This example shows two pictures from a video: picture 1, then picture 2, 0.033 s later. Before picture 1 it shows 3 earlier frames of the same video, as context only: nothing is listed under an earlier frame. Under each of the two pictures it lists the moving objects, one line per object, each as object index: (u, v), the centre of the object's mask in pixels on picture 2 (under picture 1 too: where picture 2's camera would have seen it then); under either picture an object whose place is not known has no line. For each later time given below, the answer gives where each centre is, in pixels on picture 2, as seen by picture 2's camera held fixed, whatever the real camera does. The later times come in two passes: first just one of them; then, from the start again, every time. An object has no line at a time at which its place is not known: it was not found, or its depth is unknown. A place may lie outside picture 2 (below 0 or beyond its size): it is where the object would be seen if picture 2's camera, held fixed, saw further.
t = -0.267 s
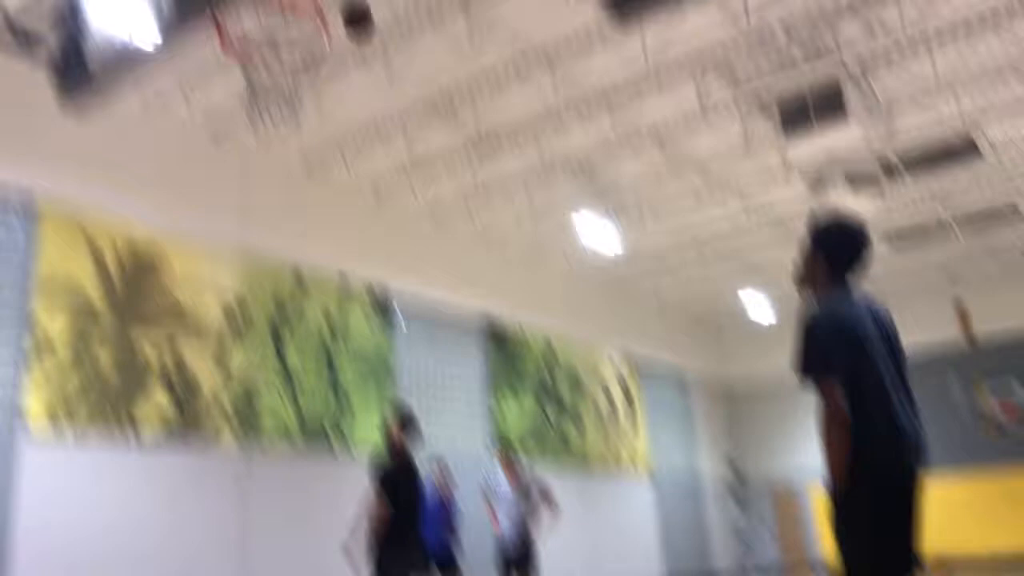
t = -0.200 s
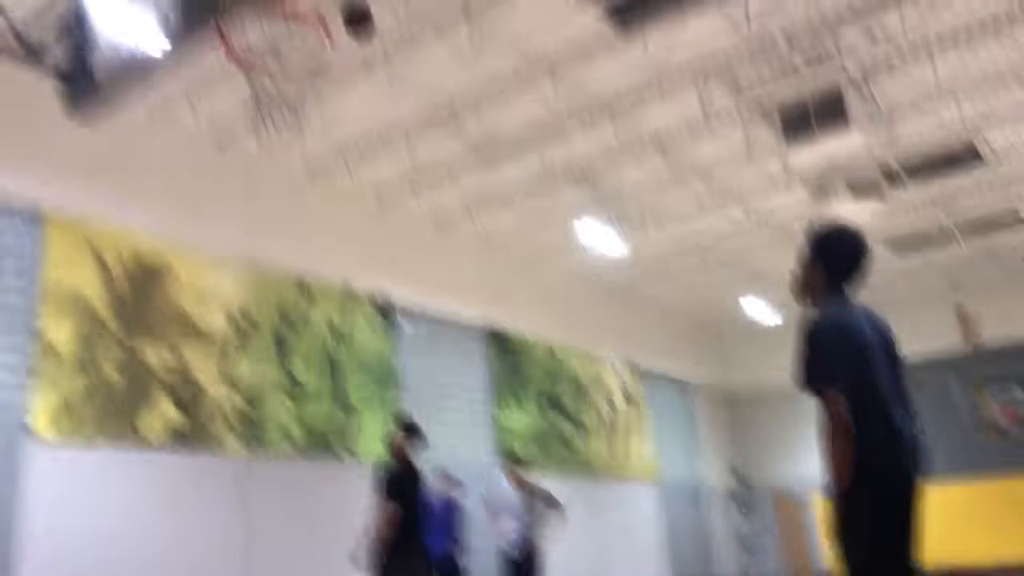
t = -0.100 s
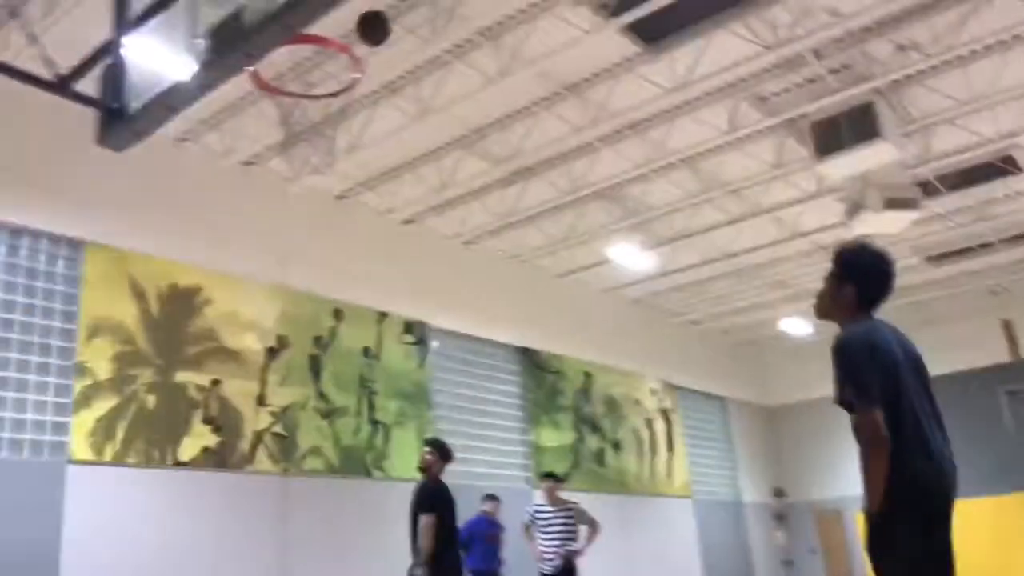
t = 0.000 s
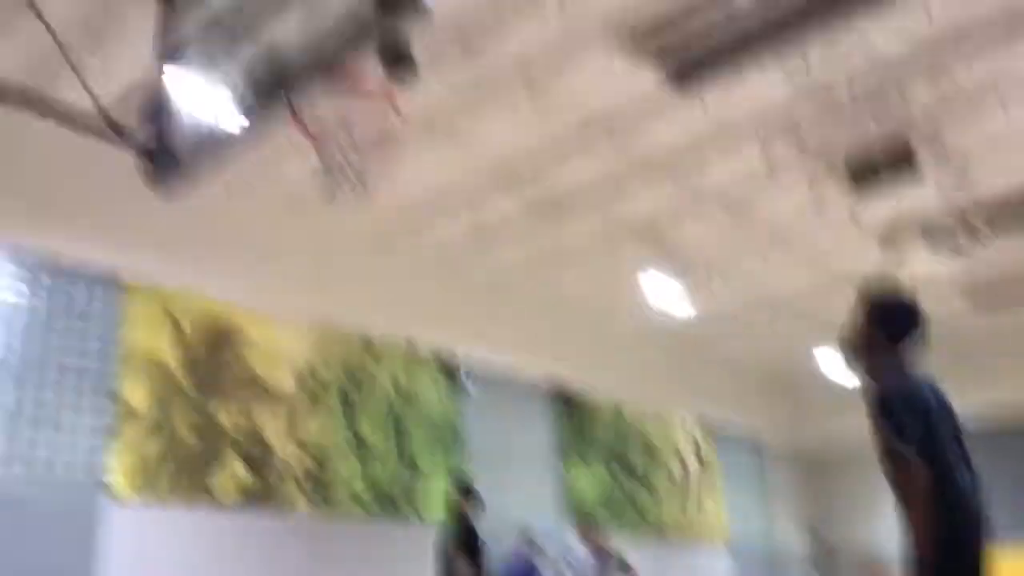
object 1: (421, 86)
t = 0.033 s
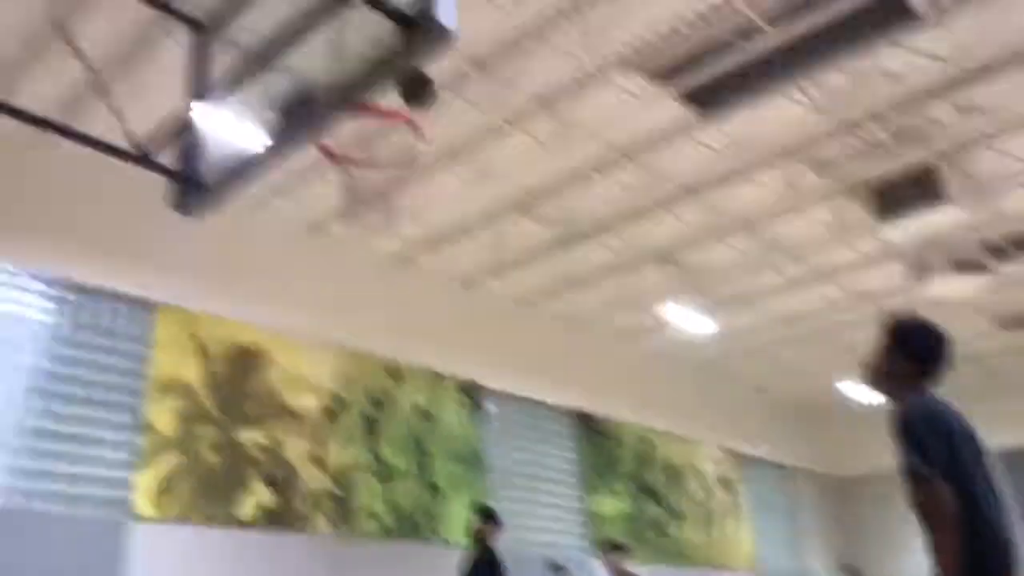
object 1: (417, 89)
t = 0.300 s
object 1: (369, 148)
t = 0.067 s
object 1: (413, 91)
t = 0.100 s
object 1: (409, 94)
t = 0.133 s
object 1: (404, 97)
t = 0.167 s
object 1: (400, 99)
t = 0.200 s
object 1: (393, 109)
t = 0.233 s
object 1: (385, 121)
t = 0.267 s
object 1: (377, 137)
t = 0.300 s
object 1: (369, 148)
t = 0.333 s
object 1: (359, 164)
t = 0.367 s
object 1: (354, 168)
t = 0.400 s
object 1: (349, 173)
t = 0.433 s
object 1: (344, 179)
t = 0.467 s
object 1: (339, 189)
